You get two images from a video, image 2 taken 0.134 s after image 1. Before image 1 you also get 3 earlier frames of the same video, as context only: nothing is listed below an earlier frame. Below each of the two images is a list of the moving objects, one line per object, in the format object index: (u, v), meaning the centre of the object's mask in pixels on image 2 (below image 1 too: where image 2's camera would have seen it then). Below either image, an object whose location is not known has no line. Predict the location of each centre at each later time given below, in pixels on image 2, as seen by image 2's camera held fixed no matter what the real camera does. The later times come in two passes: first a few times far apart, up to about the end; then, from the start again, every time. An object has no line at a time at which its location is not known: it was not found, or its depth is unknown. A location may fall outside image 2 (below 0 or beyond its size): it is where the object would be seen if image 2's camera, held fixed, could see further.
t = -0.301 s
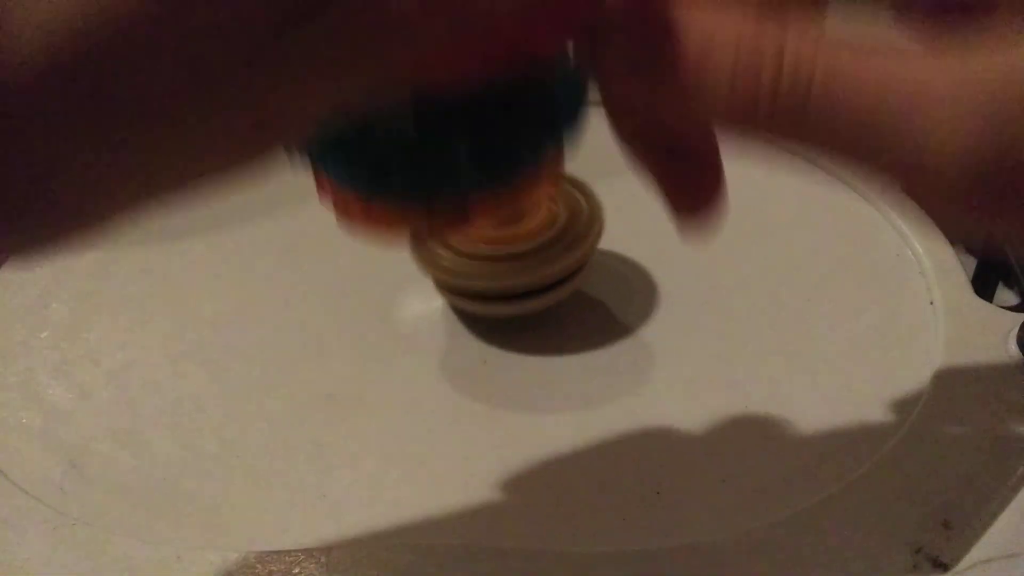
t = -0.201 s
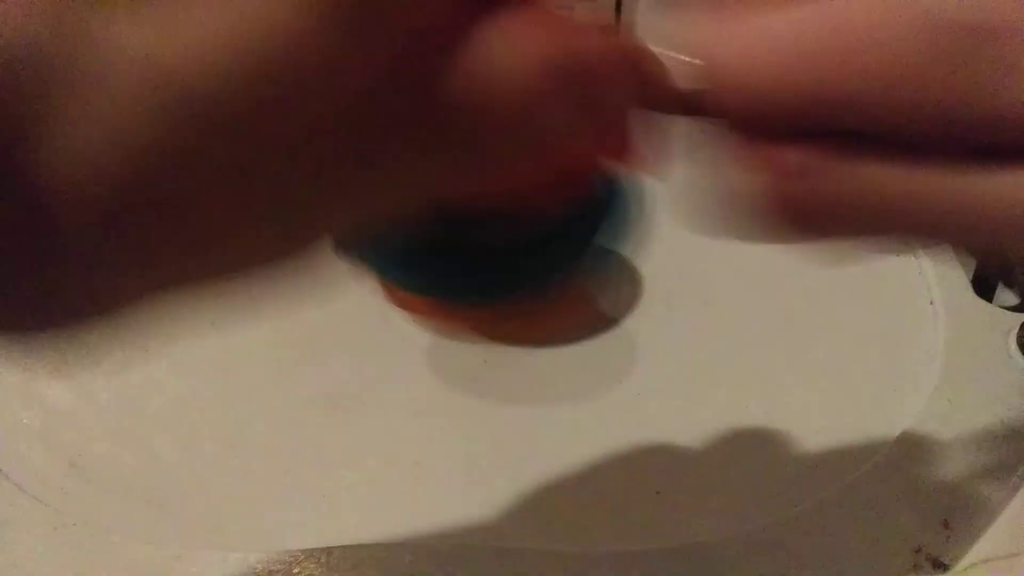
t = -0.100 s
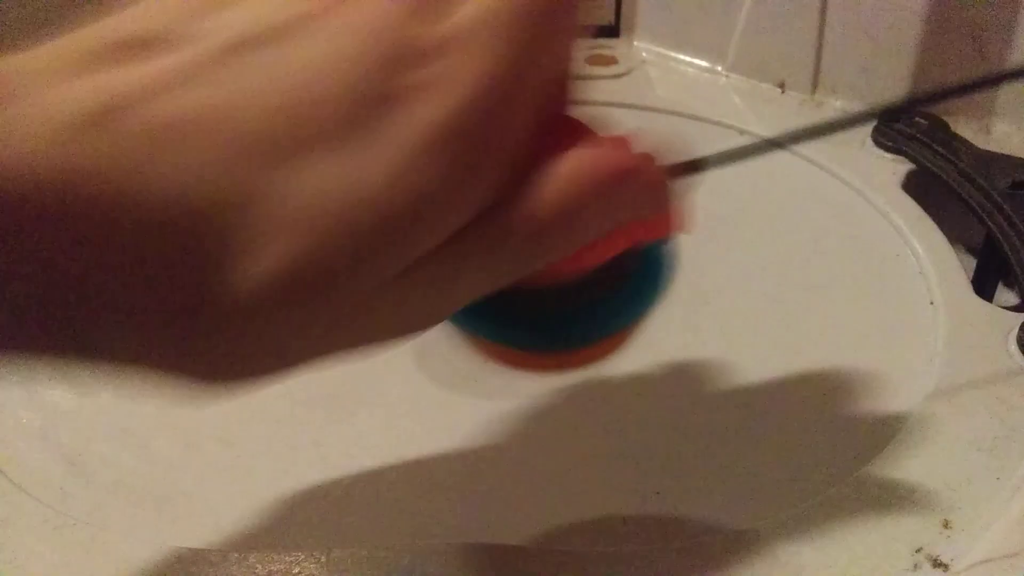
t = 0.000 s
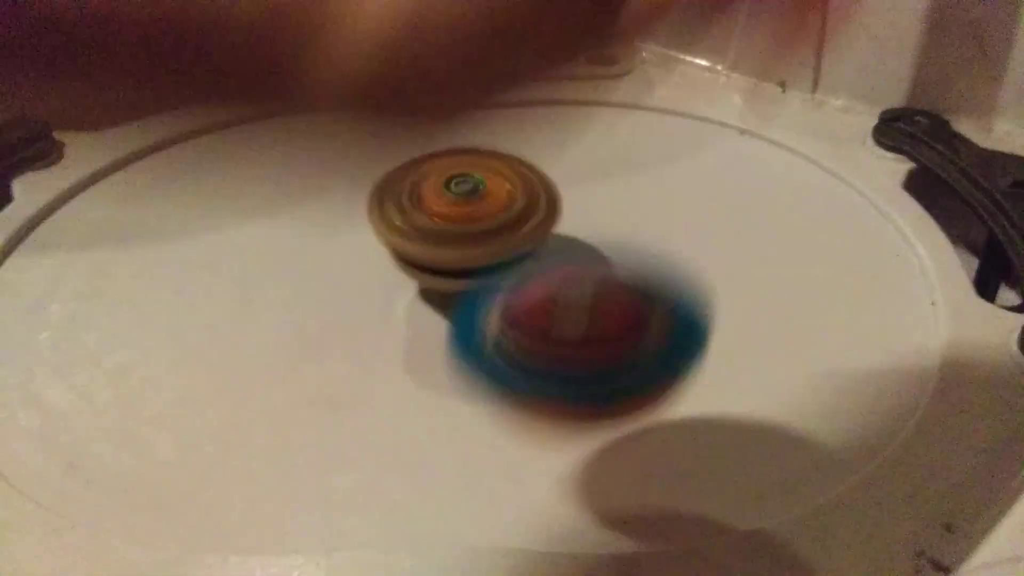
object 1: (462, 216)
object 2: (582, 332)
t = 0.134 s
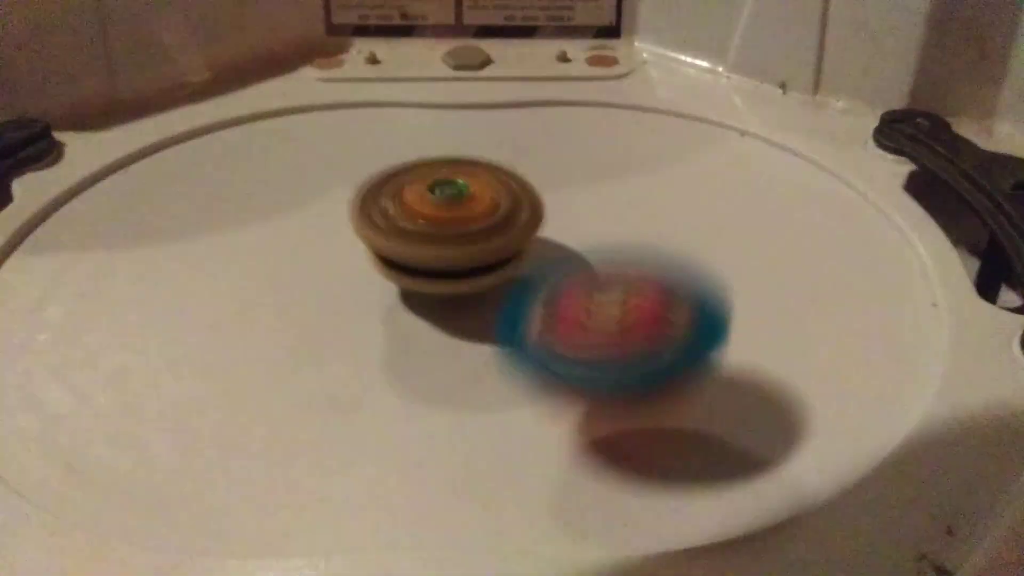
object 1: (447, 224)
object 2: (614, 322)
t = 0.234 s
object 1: (429, 228)
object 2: (628, 292)
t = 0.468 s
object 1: (399, 229)
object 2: (590, 241)
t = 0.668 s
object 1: (383, 211)
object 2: (542, 278)
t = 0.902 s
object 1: (386, 218)
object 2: (547, 306)
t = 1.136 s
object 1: (416, 233)
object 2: (579, 292)
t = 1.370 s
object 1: (448, 201)
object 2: (587, 319)
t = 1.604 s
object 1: (481, 184)
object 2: (543, 293)
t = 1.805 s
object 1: (540, 164)
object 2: (440, 332)
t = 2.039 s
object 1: (579, 162)
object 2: (444, 325)
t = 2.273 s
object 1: (597, 191)
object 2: (420, 289)
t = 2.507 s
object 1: (603, 241)
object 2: (343, 267)
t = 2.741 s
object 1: (610, 292)
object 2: (277, 274)
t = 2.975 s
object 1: (606, 329)
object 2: (318, 277)
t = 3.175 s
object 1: (584, 336)
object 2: (389, 241)
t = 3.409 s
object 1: (533, 321)
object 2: (400, 201)
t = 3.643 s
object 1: (462, 291)
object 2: (356, 193)
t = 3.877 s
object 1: (351, 419)
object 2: (343, 104)
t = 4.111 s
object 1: (305, 405)
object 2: (298, 150)
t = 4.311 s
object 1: (324, 361)
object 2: (403, 203)
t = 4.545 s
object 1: (374, 277)
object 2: (556, 215)
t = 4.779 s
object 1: (399, 204)
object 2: (658, 187)
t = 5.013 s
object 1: (401, 166)
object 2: (686, 180)
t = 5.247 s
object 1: (402, 166)
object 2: (658, 228)
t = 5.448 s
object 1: (415, 200)
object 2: (633, 272)
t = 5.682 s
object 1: (427, 230)
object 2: (610, 313)
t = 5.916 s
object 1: (418, 243)
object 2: (568, 332)
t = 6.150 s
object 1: (398, 243)
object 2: (516, 346)
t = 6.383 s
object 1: (381, 205)
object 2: (478, 318)
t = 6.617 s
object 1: (405, 173)
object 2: (390, 294)
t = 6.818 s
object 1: (443, 172)
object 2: (346, 285)
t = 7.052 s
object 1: (497, 191)
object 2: (341, 266)
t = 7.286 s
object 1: (561, 232)
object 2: (348, 233)
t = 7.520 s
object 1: (624, 274)
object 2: (379, 217)
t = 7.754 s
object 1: (660, 303)
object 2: (430, 212)
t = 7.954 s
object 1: (645, 311)
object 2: (471, 221)
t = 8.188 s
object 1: (625, 362)
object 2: (506, 183)
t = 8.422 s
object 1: (553, 367)
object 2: (493, 206)
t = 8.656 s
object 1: (480, 336)
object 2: (496, 208)
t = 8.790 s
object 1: (419, 322)
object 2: (531, 209)
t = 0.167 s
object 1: (442, 226)
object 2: (621, 303)
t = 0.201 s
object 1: (436, 227)
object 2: (624, 303)
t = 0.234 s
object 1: (429, 228)
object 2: (628, 292)
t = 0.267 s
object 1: (420, 229)
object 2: (630, 284)
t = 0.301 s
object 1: (415, 231)
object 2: (627, 273)
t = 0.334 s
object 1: (413, 231)
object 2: (623, 263)
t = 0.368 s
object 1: (413, 232)
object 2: (616, 255)
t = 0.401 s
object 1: (410, 232)
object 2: (605, 246)
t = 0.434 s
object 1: (405, 232)
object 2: (596, 242)
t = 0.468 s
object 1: (399, 229)
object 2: (590, 241)
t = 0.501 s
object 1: (398, 225)
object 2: (585, 245)
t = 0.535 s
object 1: (395, 219)
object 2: (580, 251)
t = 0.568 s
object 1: (392, 217)
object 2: (572, 258)
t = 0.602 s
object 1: (389, 215)
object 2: (563, 264)
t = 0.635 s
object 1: (387, 211)
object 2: (552, 271)
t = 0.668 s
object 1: (383, 211)
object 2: (542, 278)
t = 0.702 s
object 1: (380, 209)
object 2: (534, 284)
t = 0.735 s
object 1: (381, 210)
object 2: (530, 289)
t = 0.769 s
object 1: (381, 210)
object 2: (528, 295)
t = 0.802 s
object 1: (381, 212)
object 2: (529, 299)
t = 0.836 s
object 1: (382, 213)
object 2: (533, 302)
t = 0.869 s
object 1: (385, 215)
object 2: (539, 305)
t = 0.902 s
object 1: (386, 218)
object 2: (547, 306)
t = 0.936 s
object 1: (391, 220)
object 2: (555, 306)
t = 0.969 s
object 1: (395, 223)
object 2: (562, 305)
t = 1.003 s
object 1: (399, 226)
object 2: (568, 302)
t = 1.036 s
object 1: (406, 228)
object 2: (573, 300)
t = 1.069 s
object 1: (412, 230)
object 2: (577, 296)
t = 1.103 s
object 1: (416, 232)
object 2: (579, 291)
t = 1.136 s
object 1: (416, 233)
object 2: (579, 292)
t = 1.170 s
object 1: (415, 227)
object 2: (583, 301)
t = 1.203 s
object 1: (415, 221)
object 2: (586, 308)
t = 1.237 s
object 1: (422, 216)
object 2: (588, 314)
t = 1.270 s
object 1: (431, 211)
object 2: (589, 318)
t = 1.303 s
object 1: (436, 208)
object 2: (588, 320)
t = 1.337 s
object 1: (442, 203)
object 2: (587, 320)
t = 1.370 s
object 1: (448, 201)
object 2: (587, 319)
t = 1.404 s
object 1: (453, 198)
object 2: (585, 315)
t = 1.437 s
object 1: (459, 195)
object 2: (581, 312)
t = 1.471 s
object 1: (464, 193)
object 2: (577, 308)
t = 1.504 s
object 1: (468, 190)
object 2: (570, 304)
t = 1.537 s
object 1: (472, 188)
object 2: (562, 301)
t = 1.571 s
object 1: (476, 187)
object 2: (554, 296)
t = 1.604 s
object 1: (481, 184)
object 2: (543, 293)
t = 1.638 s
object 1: (486, 182)
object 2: (531, 291)
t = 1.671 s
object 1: (499, 177)
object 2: (508, 297)
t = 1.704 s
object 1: (514, 173)
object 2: (484, 308)
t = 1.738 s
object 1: (525, 170)
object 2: (465, 318)
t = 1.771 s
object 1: (533, 168)
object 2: (450, 326)
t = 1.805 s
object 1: (540, 164)
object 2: (440, 332)
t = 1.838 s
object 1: (548, 162)
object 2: (433, 335)
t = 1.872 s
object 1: (554, 161)
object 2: (430, 337)
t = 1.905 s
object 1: (561, 159)
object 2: (430, 337)
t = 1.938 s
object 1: (567, 160)
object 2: (432, 336)
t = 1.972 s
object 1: (571, 160)
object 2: (436, 332)
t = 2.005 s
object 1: (575, 161)
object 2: (440, 328)
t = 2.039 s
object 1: (579, 162)
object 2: (444, 325)
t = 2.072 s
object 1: (582, 165)
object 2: (446, 319)
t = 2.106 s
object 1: (585, 167)
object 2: (447, 315)
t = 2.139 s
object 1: (588, 171)
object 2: (446, 310)
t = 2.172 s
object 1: (591, 175)
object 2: (444, 305)
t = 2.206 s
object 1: (593, 180)
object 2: (438, 300)
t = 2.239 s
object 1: (595, 185)
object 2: (430, 294)
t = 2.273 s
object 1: (597, 191)
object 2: (420, 289)
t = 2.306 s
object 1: (597, 198)
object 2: (410, 283)
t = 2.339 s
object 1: (598, 204)
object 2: (401, 278)
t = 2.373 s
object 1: (600, 211)
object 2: (393, 274)
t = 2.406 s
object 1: (600, 219)
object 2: (384, 271)
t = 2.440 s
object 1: (601, 225)
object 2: (372, 269)
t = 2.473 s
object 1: (602, 232)
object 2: (358, 268)
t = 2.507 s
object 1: (603, 241)
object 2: (343, 267)
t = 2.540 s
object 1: (603, 248)
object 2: (329, 267)
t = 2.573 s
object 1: (604, 255)
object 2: (315, 267)
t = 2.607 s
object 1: (605, 263)
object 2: (304, 268)
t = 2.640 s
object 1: (606, 271)
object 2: (293, 268)
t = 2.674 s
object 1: (607, 277)
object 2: (286, 270)
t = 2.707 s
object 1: (609, 285)
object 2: (281, 272)
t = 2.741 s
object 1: (610, 292)
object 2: (277, 274)
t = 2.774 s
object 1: (611, 298)
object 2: (277, 276)
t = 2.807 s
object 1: (612, 305)
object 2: (279, 277)
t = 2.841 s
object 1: (611, 311)
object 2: (283, 279)
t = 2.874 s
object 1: (611, 316)
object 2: (289, 279)
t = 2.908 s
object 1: (611, 321)
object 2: (297, 280)
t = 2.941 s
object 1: (608, 326)
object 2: (306, 279)
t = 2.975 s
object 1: (606, 329)
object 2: (318, 277)
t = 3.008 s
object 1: (604, 332)
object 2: (331, 273)
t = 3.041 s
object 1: (600, 335)
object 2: (344, 269)
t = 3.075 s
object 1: (597, 335)
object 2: (356, 263)
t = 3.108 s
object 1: (593, 336)
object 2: (368, 256)
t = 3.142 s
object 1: (588, 337)
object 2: (378, 249)
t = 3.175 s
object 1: (584, 336)
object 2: (389, 241)
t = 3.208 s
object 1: (580, 335)
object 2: (396, 233)
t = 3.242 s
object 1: (573, 334)
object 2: (402, 227)
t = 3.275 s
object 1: (565, 332)
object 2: (407, 221)
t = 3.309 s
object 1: (559, 330)
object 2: (408, 216)
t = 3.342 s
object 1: (550, 327)
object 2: (406, 209)
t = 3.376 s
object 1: (540, 323)
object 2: (405, 205)
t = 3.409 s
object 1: (533, 321)
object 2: (400, 201)
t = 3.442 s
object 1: (522, 316)
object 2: (394, 197)
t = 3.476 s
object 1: (513, 312)
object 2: (388, 194)
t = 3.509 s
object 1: (504, 309)
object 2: (382, 193)
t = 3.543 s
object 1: (493, 304)
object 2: (375, 192)
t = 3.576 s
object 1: (484, 298)
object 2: (368, 191)
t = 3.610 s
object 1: (475, 295)
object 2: (362, 193)
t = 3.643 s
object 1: (462, 291)
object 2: (356, 193)
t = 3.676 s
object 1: (455, 302)
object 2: (358, 183)
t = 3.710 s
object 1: (453, 348)
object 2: (366, 163)
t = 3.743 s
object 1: (440, 371)
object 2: (368, 137)
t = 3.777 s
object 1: (420, 392)
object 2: (368, 123)
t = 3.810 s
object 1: (393, 407)
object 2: (362, 110)
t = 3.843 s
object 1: (370, 414)
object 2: (354, 106)
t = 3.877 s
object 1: (351, 419)
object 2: (343, 104)
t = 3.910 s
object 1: (336, 422)
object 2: (330, 103)
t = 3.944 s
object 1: (322, 422)
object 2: (317, 106)
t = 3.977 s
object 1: (313, 419)
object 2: (307, 114)
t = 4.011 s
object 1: (307, 416)
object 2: (298, 119)
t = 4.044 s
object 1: (306, 412)
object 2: (294, 129)
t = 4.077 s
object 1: (306, 408)
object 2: (294, 138)
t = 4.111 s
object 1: (305, 405)
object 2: (298, 150)
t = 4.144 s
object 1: (306, 400)
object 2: (307, 162)
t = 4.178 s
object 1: (308, 394)
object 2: (320, 171)
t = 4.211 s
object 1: (311, 388)
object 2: (338, 182)
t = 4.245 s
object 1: (314, 382)
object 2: (359, 189)
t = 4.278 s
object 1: (317, 372)
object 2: (380, 196)
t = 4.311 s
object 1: (324, 361)
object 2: (403, 203)
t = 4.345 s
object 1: (331, 350)
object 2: (426, 207)
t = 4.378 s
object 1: (337, 339)
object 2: (448, 209)
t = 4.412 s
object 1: (345, 327)
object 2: (471, 213)
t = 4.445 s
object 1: (352, 315)
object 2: (492, 216)
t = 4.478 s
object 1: (360, 301)
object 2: (514, 217)
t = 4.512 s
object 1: (368, 289)
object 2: (537, 217)
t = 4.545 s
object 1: (374, 277)
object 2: (556, 215)
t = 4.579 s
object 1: (381, 263)
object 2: (575, 212)
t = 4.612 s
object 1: (386, 251)
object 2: (592, 208)
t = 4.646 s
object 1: (389, 243)
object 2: (609, 204)
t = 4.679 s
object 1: (391, 234)
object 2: (625, 202)
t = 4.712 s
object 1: (393, 224)
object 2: (637, 196)
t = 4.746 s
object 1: (396, 213)
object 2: (648, 191)
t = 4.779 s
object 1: (399, 204)
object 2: (658, 187)
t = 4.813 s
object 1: (400, 197)
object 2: (666, 183)
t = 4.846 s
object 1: (400, 190)
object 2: (674, 179)
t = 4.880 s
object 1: (401, 184)
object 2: (679, 177)
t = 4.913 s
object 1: (401, 179)
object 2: (684, 176)
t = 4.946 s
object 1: (401, 174)
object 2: (686, 176)
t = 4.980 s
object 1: (401, 170)
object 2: (686, 177)
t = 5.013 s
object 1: (401, 166)
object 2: (686, 180)
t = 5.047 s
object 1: (401, 163)
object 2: (685, 184)
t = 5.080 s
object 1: (401, 162)
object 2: (682, 189)
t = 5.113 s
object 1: (401, 161)
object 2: (678, 196)
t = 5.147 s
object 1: (400, 161)
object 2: (674, 203)
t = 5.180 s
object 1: (401, 161)
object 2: (669, 211)
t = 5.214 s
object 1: (402, 164)
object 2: (663, 219)
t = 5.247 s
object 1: (402, 166)
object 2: (658, 228)
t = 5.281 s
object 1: (403, 170)
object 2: (652, 236)
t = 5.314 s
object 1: (405, 175)
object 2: (648, 244)
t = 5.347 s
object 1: (406, 181)
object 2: (644, 252)
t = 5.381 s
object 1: (408, 187)
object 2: (640, 259)
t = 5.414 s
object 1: (411, 193)
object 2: (637, 266)
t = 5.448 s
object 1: (415, 200)
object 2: (633, 272)
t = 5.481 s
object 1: (419, 208)
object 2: (630, 279)
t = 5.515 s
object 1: (424, 215)
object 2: (627, 285)
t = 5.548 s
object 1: (432, 223)
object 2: (624, 291)
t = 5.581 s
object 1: (438, 228)
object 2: (621, 297)
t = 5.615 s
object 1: (436, 230)
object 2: (617, 302)
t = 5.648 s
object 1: (430, 230)
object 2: (613, 308)
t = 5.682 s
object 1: (427, 230)
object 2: (610, 313)
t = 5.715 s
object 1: (427, 231)
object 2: (605, 318)
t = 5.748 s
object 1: (426, 232)
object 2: (599, 323)
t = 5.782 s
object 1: (425, 233)
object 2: (593, 327)
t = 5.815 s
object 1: (425, 235)
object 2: (586, 329)
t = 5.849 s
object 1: (424, 238)
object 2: (580, 331)
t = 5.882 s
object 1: (421, 240)
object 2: (575, 331)
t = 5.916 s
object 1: (418, 243)
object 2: (568, 332)
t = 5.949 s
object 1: (415, 245)
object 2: (561, 331)
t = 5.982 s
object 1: (413, 248)
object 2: (555, 330)
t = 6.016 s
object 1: (411, 248)
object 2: (546, 334)
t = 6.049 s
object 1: (412, 244)
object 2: (534, 341)
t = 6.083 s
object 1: (410, 243)
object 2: (525, 344)
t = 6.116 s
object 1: (406, 243)
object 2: (519, 346)
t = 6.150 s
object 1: (398, 243)
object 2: (516, 346)
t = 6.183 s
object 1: (390, 242)
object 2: (512, 345)
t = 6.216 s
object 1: (386, 238)
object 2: (509, 343)
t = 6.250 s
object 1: (384, 232)
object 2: (504, 339)
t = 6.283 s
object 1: (383, 225)
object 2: (499, 334)
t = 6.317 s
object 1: (381, 217)
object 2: (492, 330)
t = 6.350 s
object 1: (381, 211)
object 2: (485, 323)
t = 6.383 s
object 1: (381, 205)
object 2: (478, 318)
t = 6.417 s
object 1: (380, 200)
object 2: (470, 312)
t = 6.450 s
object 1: (379, 195)
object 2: (462, 306)
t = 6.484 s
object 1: (380, 190)
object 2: (452, 300)
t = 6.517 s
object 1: (381, 185)
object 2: (442, 294)
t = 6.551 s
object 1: (385, 180)
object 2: (427, 291)
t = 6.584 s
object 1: (395, 175)
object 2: (407, 293)
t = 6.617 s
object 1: (405, 173)
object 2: (390, 294)
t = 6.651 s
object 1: (412, 172)
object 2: (377, 293)
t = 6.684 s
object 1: (418, 171)
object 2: (367, 292)
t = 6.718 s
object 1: (425, 171)
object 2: (360, 290)
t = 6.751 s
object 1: (431, 171)
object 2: (354, 288)
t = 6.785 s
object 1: (437, 171)
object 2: (350, 287)
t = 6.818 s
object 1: (443, 172)
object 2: (346, 285)
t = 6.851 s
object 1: (450, 173)
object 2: (343, 283)
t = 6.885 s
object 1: (457, 175)
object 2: (340, 281)
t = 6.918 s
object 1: (464, 178)
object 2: (339, 278)
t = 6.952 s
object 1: (472, 180)
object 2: (339, 275)
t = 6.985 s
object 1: (480, 184)
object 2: (339, 273)
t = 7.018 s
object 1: (488, 188)
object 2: (340, 270)
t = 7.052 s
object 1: (497, 191)
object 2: (341, 266)
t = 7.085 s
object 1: (505, 196)
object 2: (343, 263)
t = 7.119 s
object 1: (514, 201)
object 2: (345, 258)
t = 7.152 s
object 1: (521, 207)
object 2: (348, 255)
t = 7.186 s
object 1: (531, 213)
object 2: (349, 250)
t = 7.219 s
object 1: (542, 220)
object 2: (348, 243)
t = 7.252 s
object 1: (552, 226)
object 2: (348, 238)
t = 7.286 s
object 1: (561, 232)
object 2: (348, 233)
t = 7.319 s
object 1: (571, 238)
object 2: (351, 230)
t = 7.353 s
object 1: (581, 245)
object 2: (354, 227)
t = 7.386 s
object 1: (590, 252)
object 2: (358, 225)
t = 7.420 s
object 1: (598, 258)
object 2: (362, 222)
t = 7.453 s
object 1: (607, 263)
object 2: (367, 220)
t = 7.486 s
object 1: (616, 268)
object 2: (373, 218)
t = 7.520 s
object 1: (624, 274)
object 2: (379, 217)
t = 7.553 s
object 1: (631, 279)
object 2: (385, 215)
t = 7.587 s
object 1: (638, 284)
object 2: (392, 214)
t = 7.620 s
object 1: (644, 289)
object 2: (399, 213)
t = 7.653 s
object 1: (650, 293)
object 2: (407, 212)
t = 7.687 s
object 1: (654, 296)
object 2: (415, 212)
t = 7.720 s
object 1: (658, 299)
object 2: (422, 212)
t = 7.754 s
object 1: (660, 303)
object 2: (430, 212)
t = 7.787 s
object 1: (660, 305)
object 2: (436, 214)
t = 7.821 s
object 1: (659, 307)
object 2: (442, 216)
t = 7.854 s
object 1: (658, 309)
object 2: (448, 218)
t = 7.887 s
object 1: (655, 310)
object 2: (453, 219)
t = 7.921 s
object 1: (651, 311)
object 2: (461, 220)
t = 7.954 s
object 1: (645, 311)
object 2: (471, 221)
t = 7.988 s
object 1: (639, 311)
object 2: (482, 221)
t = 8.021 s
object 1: (633, 311)
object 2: (493, 220)
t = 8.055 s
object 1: (632, 321)
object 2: (502, 218)
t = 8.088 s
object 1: (641, 336)
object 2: (504, 208)
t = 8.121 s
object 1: (643, 348)
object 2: (503, 193)
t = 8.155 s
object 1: (635, 356)
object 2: (505, 186)
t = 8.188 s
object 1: (625, 362)
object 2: (506, 183)
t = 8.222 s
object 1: (615, 366)
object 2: (507, 183)
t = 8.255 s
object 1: (607, 368)
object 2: (507, 186)
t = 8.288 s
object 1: (598, 370)
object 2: (505, 190)
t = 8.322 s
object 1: (588, 370)
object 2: (502, 194)
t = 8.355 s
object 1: (578, 371)
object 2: (499, 198)
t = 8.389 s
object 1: (566, 370)
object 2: (496, 202)
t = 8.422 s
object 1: (553, 367)
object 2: (493, 206)
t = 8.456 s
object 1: (543, 363)
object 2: (491, 208)
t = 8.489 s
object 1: (532, 358)
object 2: (490, 210)
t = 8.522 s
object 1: (521, 355)
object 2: (489, 211)
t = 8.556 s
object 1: (511, 349)
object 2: (489, 211)
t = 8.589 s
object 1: (501, 343)
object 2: (489, 211)
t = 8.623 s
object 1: (490, 338)
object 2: (490, 210)
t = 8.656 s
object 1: (480, 336)
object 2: (496, 208)
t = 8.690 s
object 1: (468, 332)
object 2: (501, 206)
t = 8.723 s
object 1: (455, 327)
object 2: (508, 205)
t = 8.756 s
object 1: (440, 324)
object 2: (518, 206)
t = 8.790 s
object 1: (419, 322)
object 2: (531, 209)
